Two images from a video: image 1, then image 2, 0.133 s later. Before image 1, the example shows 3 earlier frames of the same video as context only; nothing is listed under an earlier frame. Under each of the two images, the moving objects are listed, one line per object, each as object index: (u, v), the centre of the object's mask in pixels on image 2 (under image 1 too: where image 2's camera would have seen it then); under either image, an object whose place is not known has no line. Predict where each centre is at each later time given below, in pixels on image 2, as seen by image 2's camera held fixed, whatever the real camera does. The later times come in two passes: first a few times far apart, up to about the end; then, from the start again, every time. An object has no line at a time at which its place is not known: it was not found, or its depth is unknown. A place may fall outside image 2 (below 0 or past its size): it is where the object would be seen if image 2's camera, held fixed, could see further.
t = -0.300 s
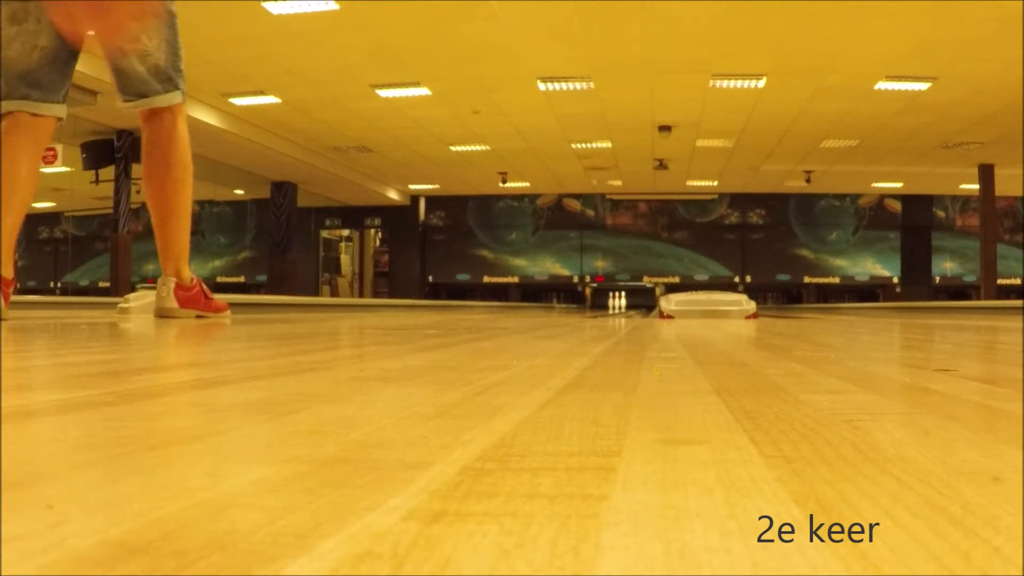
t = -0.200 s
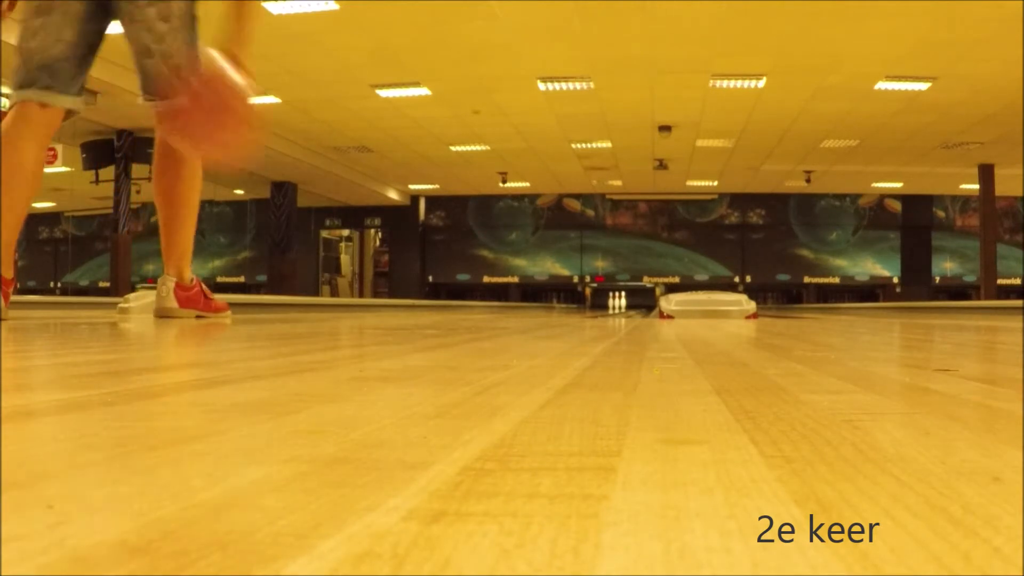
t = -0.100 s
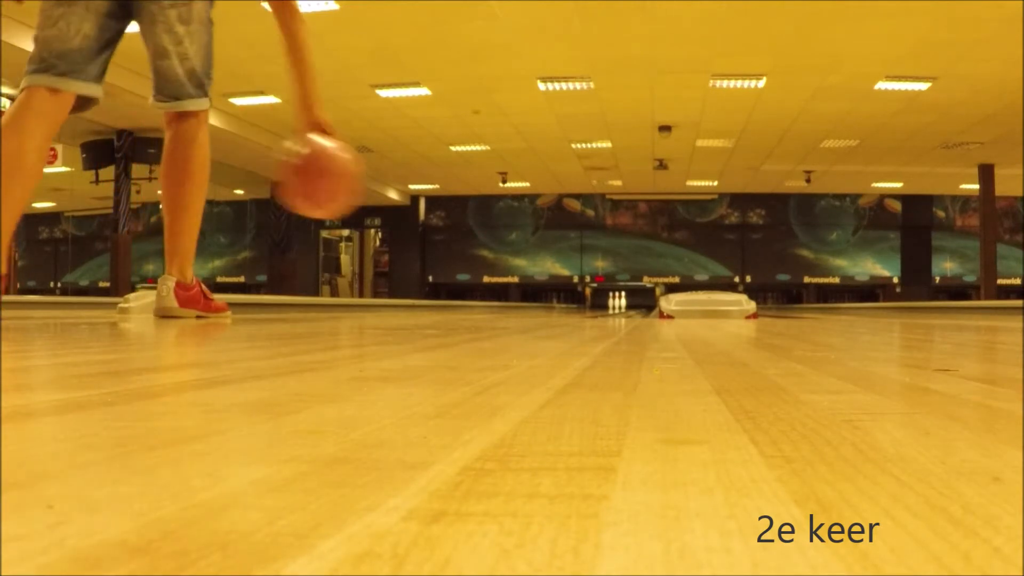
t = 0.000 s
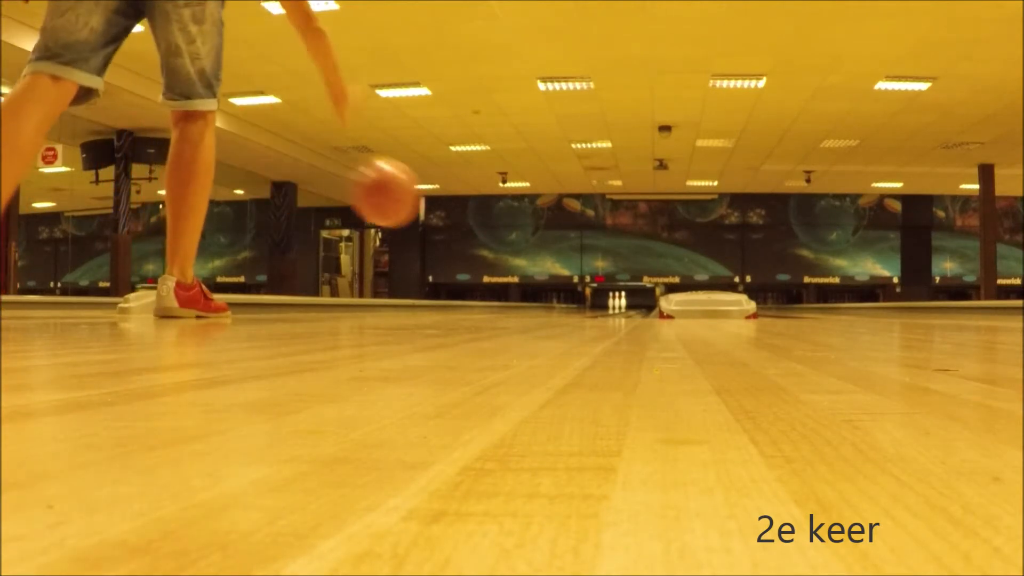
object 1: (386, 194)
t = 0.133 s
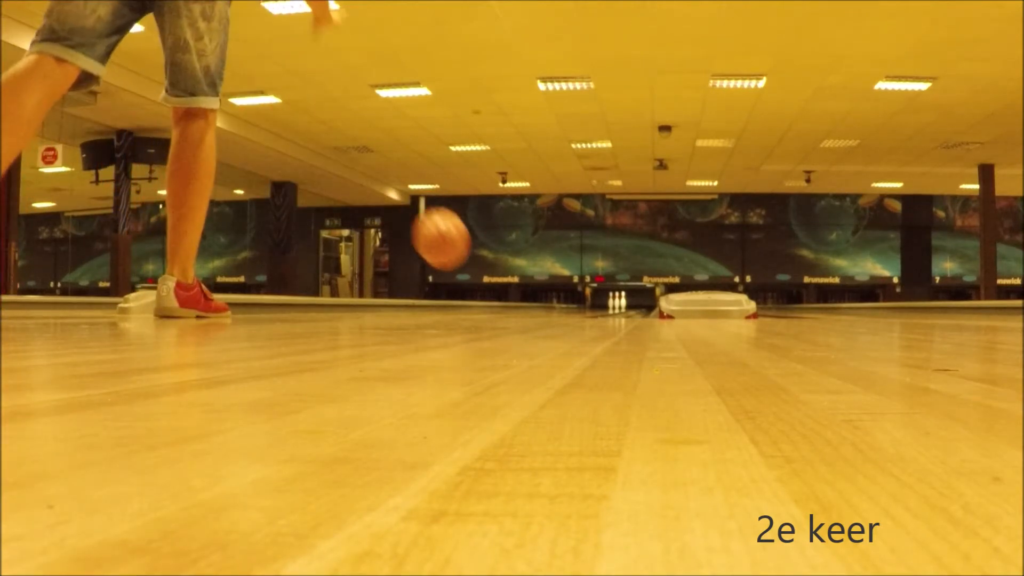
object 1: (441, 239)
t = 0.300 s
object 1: (485, 284)
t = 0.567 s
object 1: (527, 294)
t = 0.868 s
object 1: (554, 298)
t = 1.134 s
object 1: (570, 300)
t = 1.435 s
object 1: (583, 301)
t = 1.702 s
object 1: (591, 302)
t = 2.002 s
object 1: (598, 302)
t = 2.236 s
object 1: (602, 303)
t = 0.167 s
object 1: (451, 253)
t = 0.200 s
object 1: (461, 269)
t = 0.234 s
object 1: (469, 284)
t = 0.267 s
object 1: (478, 286)
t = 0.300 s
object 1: (485, 284)
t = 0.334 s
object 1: (492, 284)
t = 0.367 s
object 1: (498, 285)
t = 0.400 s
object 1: (504, 288)
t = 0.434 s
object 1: (509, 292)
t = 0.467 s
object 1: (514, 293)
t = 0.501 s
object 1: (519, 293)
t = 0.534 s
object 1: (523, 294)
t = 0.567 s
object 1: (527, 294)
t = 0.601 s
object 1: (531, 295)
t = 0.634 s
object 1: (535, 295)
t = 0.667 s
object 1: (538, 296)
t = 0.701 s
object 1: (541, 296)
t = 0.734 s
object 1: (544, 297)
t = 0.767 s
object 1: (547, 297)
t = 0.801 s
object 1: (550, 297)
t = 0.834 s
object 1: (552, 297)
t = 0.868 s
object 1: (554, 298)
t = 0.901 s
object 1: (556, 298)
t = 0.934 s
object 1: (559, 298)
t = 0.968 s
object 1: (561, 299)
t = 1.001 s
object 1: (563, 299)
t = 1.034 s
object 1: (565, 299)
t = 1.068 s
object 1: (567, 299)
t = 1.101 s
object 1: (569, 299)
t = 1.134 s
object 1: (570, 300)
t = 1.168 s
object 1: (572, 299)
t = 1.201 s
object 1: (574, 300)
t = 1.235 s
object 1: (575, 300)
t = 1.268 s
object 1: (576, 300)
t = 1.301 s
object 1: (578, 300)
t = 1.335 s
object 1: (579, 300)
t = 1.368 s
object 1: (580, 300)
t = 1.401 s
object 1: (582, 300)
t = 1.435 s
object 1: (583, 301)
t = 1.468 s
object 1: (584, 301)
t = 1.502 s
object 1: (585, 301)
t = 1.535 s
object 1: (586, 301)
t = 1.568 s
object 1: (587, 301)
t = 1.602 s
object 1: (588, 301)
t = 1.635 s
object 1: (589, 302)
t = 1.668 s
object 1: (590, 302)
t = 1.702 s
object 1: (591, 302)
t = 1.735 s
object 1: (592, 302)
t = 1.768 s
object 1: (593, 302)
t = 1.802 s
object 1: (593, 302)
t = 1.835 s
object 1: (594, 302)
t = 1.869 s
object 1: (595, 302)
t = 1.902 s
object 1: (595, 302)
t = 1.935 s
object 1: (596, 303)
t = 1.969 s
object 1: (597, 303)
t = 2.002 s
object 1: (598, 302)
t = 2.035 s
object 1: (598, 302)
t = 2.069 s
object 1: (599, 302)
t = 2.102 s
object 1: (600, 303)
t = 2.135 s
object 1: (600, 303)
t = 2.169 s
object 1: (601, 303)
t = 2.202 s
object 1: (601, 303)
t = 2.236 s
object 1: (602, 303)
